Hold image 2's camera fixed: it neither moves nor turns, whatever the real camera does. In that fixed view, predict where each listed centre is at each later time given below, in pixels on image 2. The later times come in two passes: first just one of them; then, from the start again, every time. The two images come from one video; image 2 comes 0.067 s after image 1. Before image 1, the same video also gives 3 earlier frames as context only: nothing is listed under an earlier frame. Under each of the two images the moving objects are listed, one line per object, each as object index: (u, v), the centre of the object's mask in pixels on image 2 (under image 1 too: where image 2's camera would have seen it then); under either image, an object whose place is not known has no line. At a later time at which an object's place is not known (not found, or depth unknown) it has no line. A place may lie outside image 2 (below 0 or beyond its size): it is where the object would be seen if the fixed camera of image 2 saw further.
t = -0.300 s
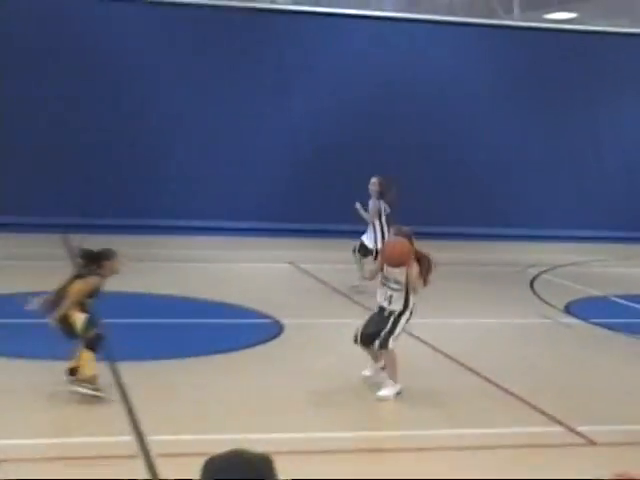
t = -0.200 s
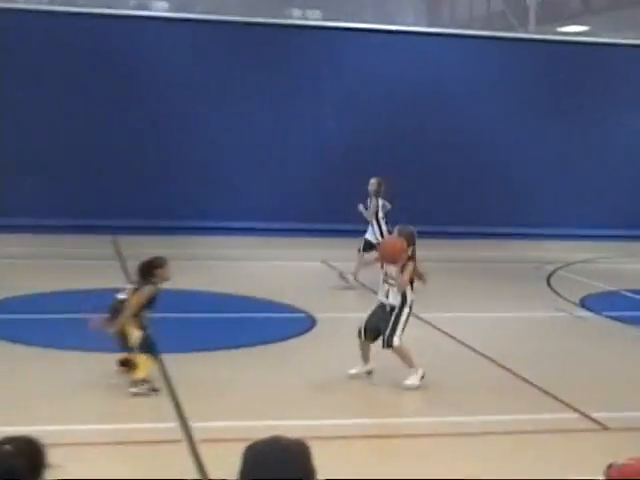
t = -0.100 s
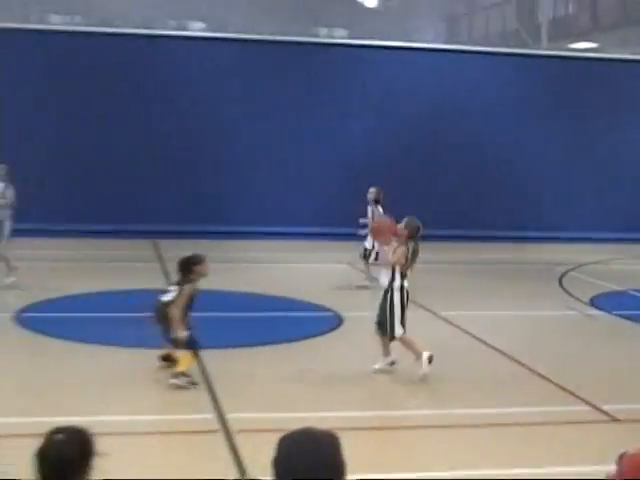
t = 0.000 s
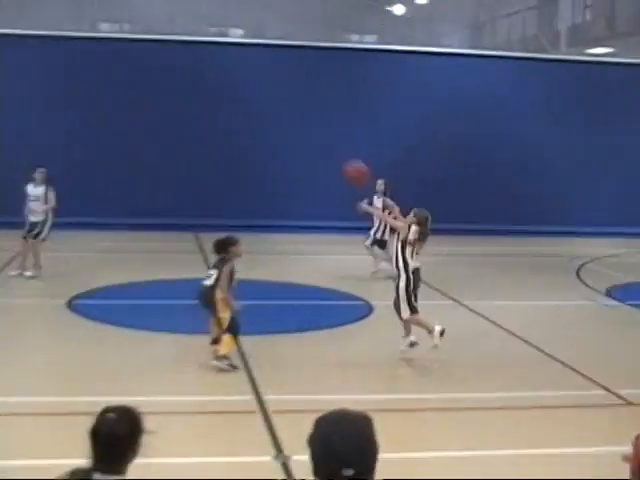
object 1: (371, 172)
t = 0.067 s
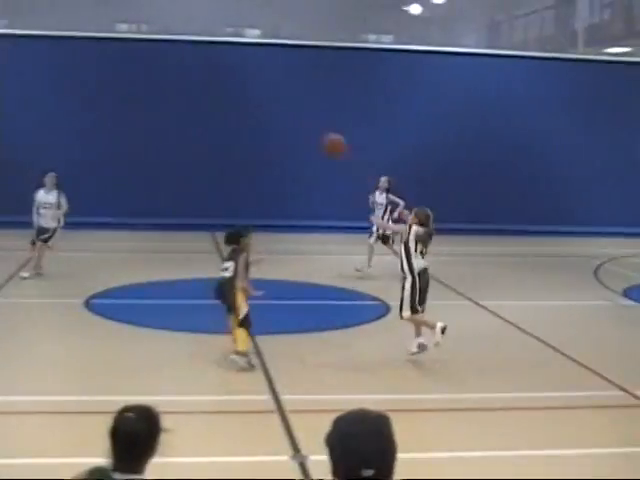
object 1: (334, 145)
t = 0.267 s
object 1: (236, 99)
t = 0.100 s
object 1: (317, 134)
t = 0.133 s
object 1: (299, 124)
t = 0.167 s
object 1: (281, 116)
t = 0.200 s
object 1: (266, 109)
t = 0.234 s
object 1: (252, 104)
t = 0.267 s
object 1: (236, 99)
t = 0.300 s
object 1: (220, 96)
